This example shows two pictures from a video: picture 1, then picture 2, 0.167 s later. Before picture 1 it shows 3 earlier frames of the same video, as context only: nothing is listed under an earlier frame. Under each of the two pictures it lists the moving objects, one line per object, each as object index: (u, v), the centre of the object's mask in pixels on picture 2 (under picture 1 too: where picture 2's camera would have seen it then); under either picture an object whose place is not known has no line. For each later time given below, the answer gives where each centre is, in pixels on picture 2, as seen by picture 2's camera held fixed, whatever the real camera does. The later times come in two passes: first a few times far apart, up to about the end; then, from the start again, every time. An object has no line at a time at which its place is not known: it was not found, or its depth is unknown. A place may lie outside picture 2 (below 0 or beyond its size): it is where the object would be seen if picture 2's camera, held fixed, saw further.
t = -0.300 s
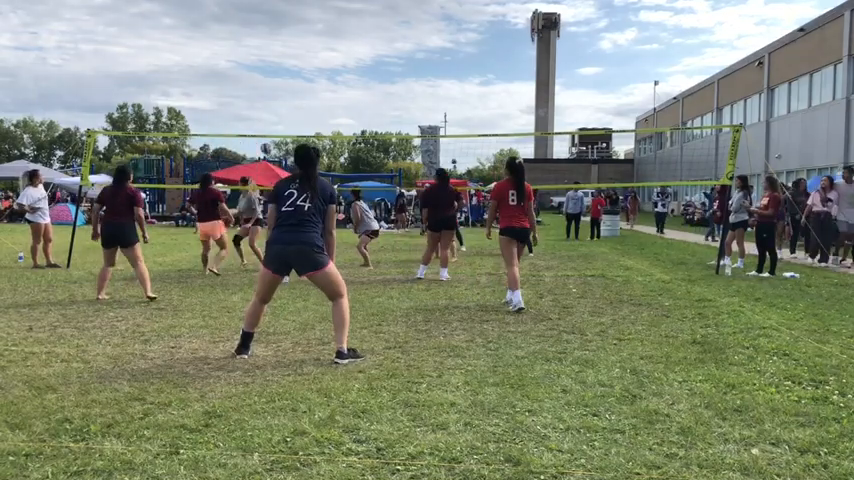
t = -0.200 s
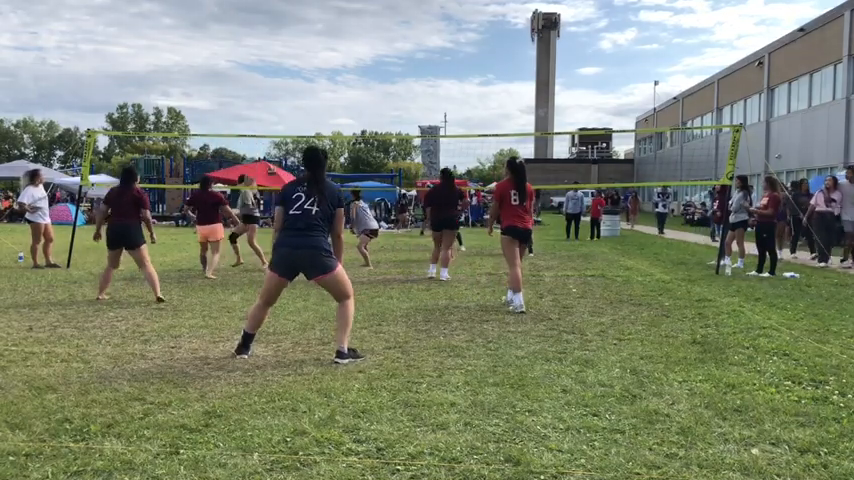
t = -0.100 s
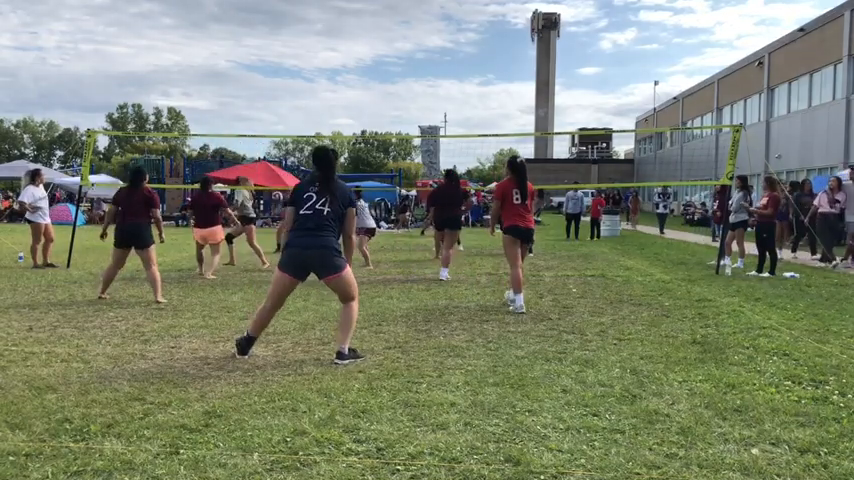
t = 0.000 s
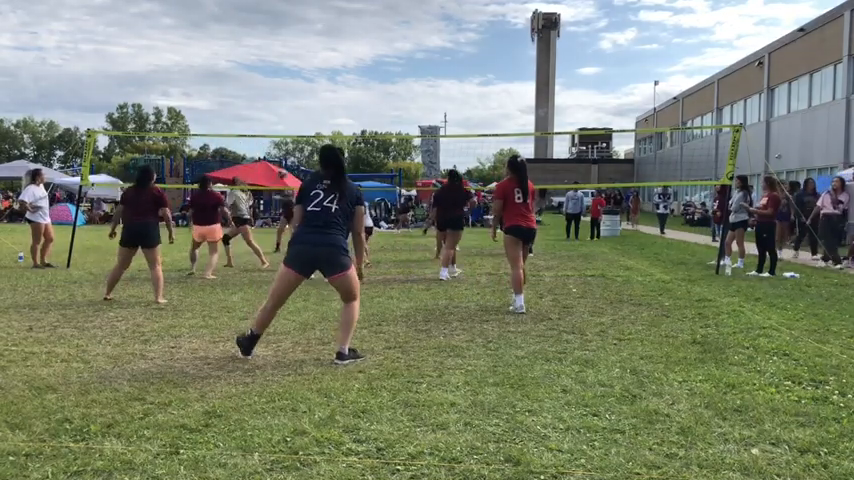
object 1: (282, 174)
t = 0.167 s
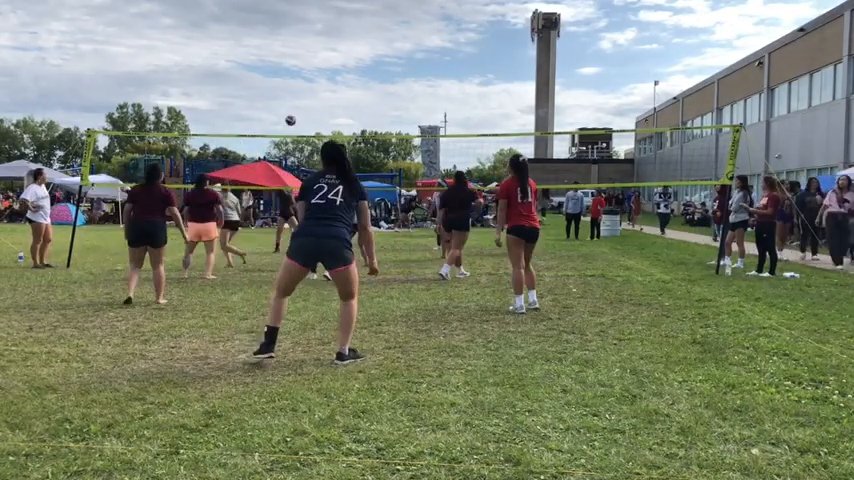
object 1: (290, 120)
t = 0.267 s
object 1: (295, 94)
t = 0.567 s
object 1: (312, 45)
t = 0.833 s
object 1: (327, 41)
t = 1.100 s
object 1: (344, 75)
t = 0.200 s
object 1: (292, 111)
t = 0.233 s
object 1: (294, 102)
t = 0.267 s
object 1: (295, 94)
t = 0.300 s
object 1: (297, 87)
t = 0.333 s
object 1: (299, 80)
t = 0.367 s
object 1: (301, 73)
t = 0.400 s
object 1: (302, 67)
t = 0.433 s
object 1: (304, 62)
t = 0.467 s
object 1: (306, 57)
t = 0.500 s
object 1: (308, 53)
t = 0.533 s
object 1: (310, 48)
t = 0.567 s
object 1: (312, 45)
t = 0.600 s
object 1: (314, 43)
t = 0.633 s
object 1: (316, 41)
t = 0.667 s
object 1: (318, 39)
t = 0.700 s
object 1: (319, 39)
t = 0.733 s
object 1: (321, 38)
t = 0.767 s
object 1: (323, 38)
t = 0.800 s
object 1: (325, 39)
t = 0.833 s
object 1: (327, 41)
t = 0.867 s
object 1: (330, 43)
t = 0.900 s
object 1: (331, 45)
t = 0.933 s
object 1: (334, 49)
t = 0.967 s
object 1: (336, 53)
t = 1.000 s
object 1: (338, 57)
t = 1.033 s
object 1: (340, 62)
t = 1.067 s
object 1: (342, 68)
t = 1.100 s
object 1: (344, 75)
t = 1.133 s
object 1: (346, 82)
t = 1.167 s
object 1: (348, 89)
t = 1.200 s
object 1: (350, 98)
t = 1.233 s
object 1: (352, 107)
